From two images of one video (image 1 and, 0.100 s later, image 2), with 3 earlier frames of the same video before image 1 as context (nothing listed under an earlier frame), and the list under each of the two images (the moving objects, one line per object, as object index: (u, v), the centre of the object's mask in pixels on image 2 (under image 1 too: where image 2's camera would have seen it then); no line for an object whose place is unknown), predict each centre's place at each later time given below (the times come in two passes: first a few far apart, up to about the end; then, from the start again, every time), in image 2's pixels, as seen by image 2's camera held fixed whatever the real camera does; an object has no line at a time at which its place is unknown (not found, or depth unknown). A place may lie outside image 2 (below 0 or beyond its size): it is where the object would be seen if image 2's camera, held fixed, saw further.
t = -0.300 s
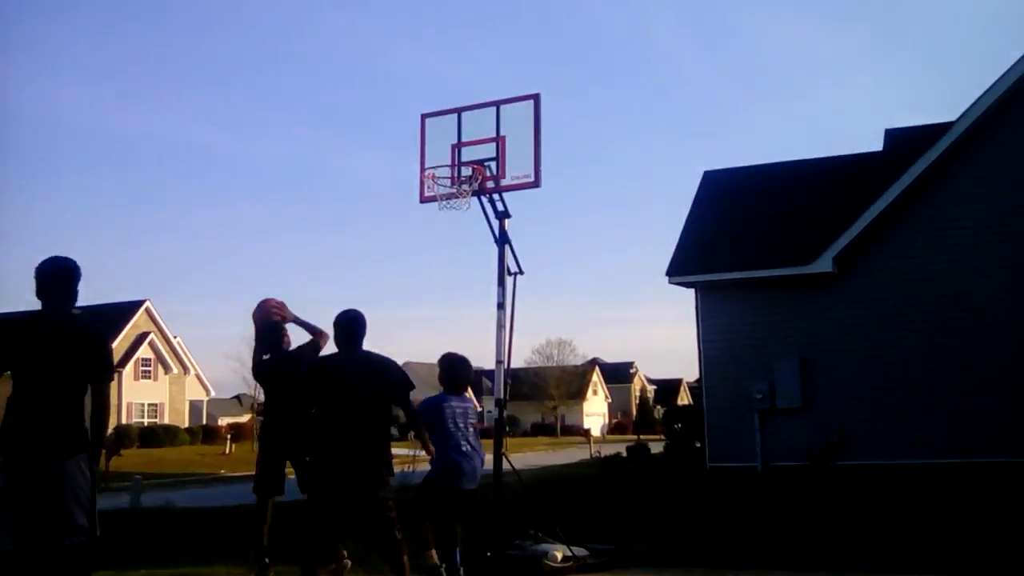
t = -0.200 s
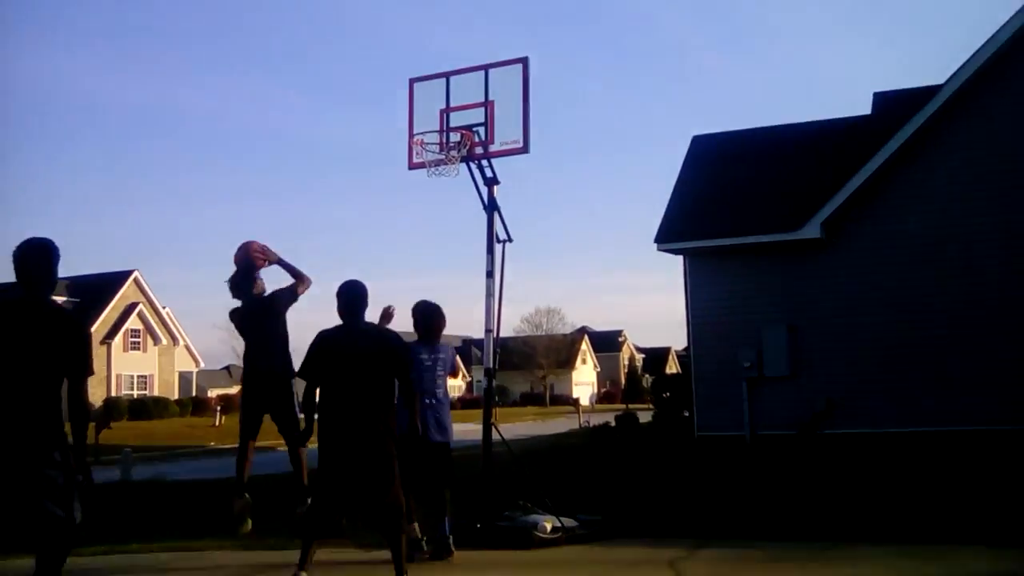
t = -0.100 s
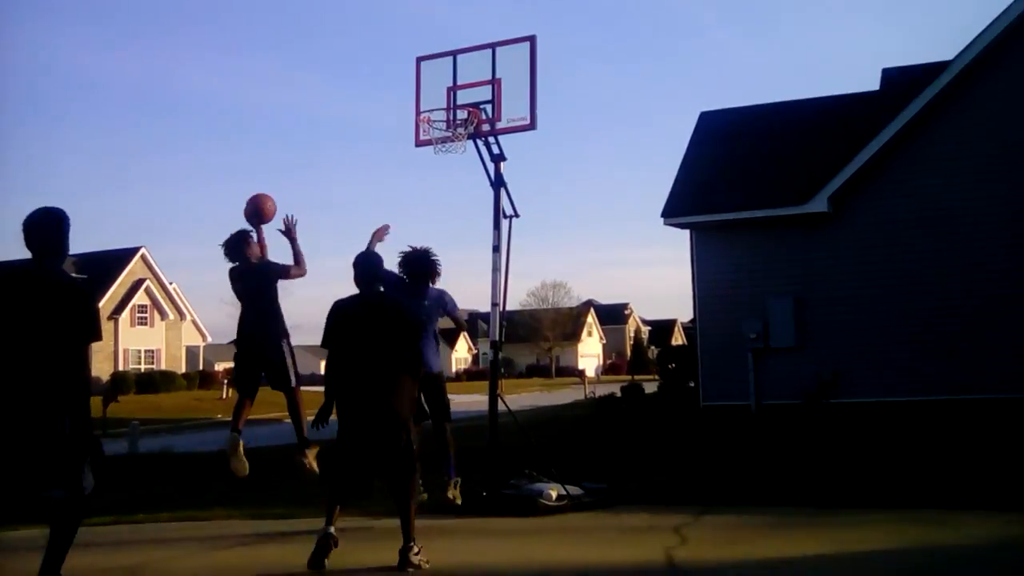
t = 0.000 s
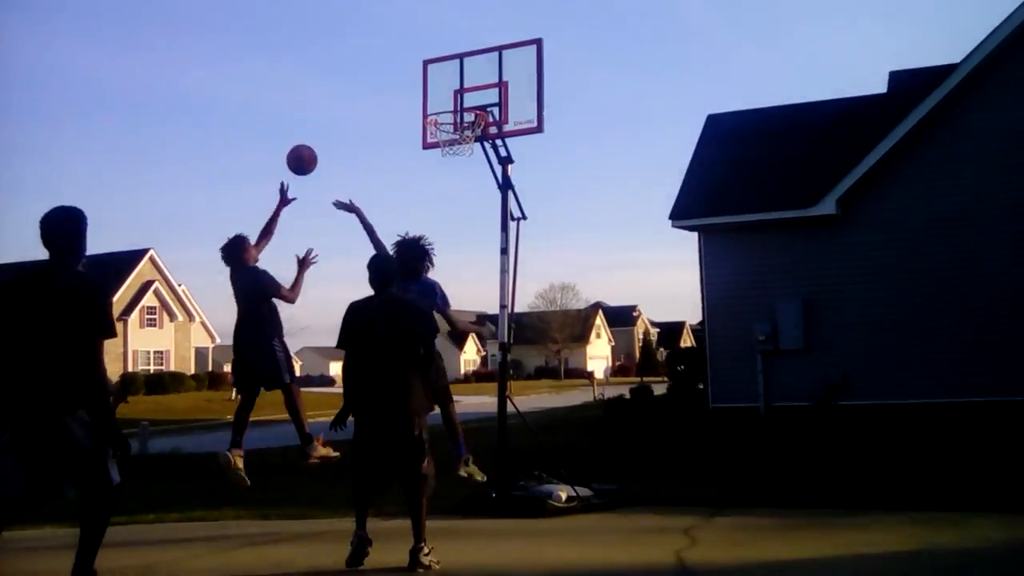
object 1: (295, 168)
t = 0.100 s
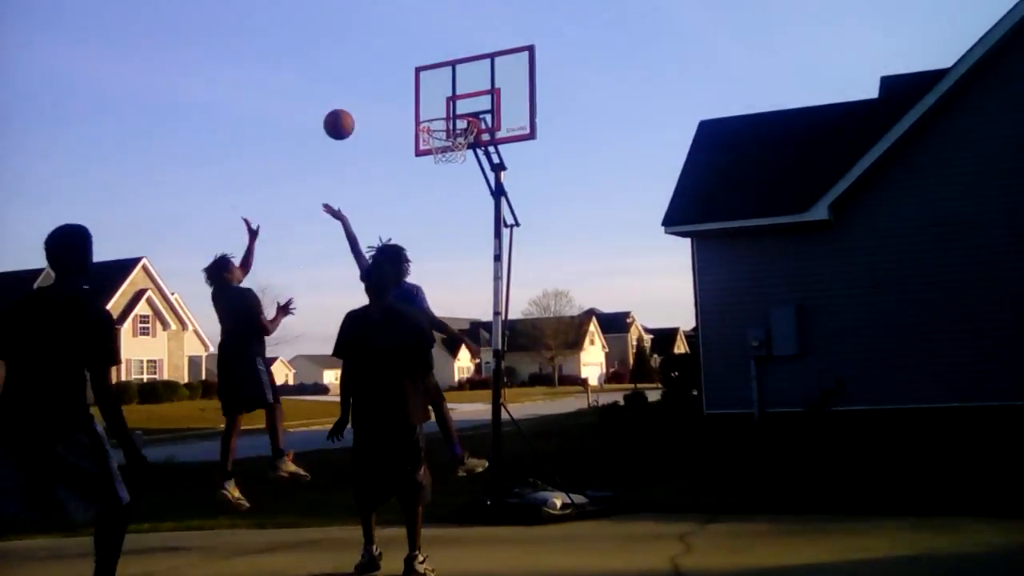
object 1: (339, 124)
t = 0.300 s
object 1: (427, 74)
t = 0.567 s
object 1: (526, 81)
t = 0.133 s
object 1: (354, 113)
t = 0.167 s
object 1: (369, 102)
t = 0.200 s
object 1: (384, 93)
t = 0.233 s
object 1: (398, 86)
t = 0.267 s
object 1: (413, 80)
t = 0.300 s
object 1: (427, 74)
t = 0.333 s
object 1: (442, 71)
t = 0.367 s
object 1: (457, 69)
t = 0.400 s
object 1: (472, 69)
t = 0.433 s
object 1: (488, 69)
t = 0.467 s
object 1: (502, 72)
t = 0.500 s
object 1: (517, 76)
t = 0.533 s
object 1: (522, 78)
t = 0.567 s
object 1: (526, 81)
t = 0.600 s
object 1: (531, 86)
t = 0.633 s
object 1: (536, 93)
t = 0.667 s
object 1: (541, 102)
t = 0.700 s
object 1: (546, 111)
